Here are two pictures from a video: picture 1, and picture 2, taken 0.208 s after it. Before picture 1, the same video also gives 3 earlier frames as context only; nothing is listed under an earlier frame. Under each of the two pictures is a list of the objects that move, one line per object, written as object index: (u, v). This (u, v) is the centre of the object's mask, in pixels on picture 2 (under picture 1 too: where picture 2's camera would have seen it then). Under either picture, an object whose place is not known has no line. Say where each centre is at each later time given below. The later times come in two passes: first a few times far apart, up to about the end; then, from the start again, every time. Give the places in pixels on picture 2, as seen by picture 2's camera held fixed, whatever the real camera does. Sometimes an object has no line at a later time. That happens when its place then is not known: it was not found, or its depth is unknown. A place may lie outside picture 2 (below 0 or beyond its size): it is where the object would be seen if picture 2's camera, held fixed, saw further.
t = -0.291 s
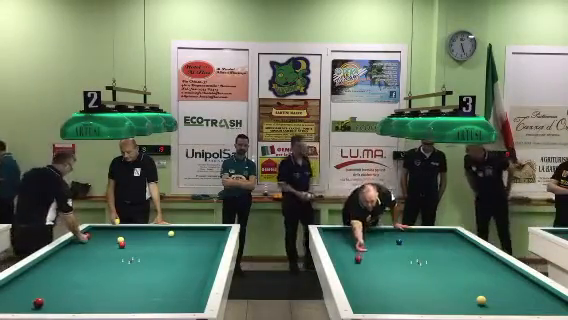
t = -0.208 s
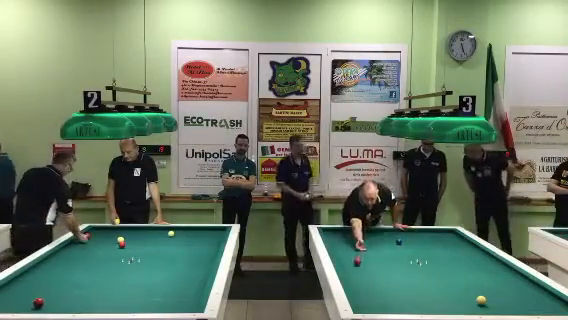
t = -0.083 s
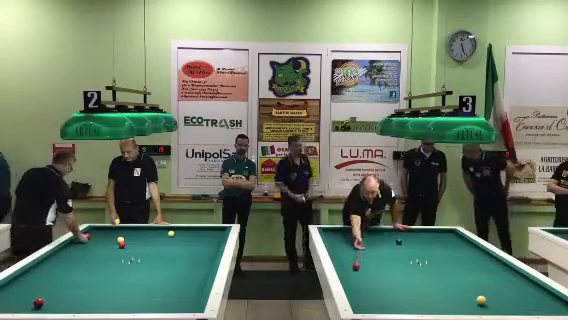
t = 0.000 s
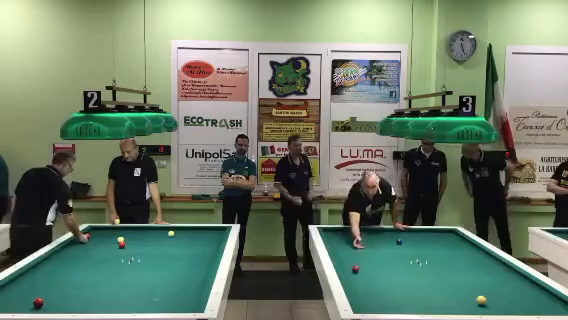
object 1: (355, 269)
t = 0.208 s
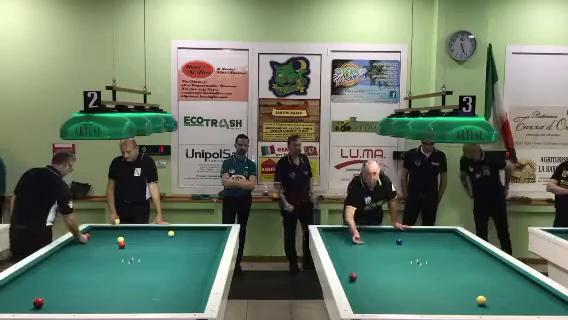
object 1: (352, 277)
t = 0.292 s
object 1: (352, 281)
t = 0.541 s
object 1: (358, 292)
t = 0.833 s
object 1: (370, 306)
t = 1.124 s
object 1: (375, 306)
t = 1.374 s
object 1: (375, 299)
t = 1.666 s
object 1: (375, 291)
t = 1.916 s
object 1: (376, 286)
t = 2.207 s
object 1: (376, 279)
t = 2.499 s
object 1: (377, 274)
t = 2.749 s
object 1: (377, 269)
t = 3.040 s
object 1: (378, 265)
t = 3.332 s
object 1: (378, 261)
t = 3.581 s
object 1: (378, 257)
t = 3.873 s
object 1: (378, 255)
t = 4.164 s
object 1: (379, 250)
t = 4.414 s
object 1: (379, 248)
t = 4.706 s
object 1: (379, 245)
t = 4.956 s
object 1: (379, 243)
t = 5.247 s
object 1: (379, 241)
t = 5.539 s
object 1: (379, 238)
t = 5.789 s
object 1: (379, 236)
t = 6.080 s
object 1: (380, 234)
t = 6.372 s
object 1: (380, 232)
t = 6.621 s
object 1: (380, 231)
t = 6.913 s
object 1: (381, 230)
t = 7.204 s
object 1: (381, 230)
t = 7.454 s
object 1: (384, 230)
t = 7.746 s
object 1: (387, 232)
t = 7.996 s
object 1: (388, 232)
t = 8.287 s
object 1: (388, 233)
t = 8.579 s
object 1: (389, 233)
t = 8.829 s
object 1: (390, 234)
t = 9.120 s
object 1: (391, 234)
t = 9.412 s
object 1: (392, 235)
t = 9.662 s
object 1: (393, 235)
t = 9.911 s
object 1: (394, 235)
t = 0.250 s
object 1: (352, 280)
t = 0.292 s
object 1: (352, 281)
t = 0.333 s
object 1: (352, 283)
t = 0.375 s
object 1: (352, 284)
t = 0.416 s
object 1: (353, 285)
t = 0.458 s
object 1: (355, 288)
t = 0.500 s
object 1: (356, 290)
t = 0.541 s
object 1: (358, 292)
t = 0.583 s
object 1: (360, 294)
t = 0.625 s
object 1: (361, 296)
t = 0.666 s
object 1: (363, 298)
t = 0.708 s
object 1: (364, 300)
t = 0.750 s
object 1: (366, 302)
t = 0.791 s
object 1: (368, 304)
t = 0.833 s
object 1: (370, 306)
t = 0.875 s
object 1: (372, 308)
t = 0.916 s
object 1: (374, 309)
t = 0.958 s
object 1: (376, 309)
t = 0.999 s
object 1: (376, 309)
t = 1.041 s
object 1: (376, 308)
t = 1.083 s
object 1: (375, 307)
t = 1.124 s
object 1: (375, 306)
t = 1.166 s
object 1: (375, 305)
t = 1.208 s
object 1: (375, 303)
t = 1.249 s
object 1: (375, 302)
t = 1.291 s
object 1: (375, 302)
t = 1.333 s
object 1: (375, 300)
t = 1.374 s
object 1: (375, 299)
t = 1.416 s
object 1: (375, 298)
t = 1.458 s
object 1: (375, 296)
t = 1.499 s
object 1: (375, 295)
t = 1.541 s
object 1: (376, 294)
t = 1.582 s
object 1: (376, 293)
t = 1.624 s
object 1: (376, 293)
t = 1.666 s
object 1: (375, 291)
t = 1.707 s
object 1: (376, 291)
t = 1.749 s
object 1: (376, 289)
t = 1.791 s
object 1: (376, 288)
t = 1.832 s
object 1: (376, 287)
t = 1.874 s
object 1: (376, 287)
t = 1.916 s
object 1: (376, 286)
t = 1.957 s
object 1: (376, 284)
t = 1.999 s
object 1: (376, 284)
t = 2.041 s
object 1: (376, 283)
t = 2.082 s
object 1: (376, 282)
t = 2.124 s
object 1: (376, 281)
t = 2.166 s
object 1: (377, 280)
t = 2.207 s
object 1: (376, 279)
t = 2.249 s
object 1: (376, 279)
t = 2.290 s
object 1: (377, 277)
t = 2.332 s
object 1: (377, 278)
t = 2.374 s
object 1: (377, 277)
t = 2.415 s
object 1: (377, 275)
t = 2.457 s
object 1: (377, 275)
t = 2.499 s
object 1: (377, 274)
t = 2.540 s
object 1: (377, 273)
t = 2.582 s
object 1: (377, 272)
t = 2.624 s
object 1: (377, 272)
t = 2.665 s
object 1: (377, 271)
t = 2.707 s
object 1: (377, 270)
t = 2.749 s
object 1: (377, 269)
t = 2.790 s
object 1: (377, 269)
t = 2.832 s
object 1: (377, 268)
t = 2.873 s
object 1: (377, 268)
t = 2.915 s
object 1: (377, 267)
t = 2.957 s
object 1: (378, 266)
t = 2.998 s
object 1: (378, 266)
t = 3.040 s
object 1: (378, 265)
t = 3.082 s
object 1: (378, 265)
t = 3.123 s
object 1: (378, 264)
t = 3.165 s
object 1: (378, 263)
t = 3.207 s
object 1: (378, 263)
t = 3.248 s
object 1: (378, 262)
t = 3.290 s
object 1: (378, 261)
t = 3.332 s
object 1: (378, 261)
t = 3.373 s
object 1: (378, 261)
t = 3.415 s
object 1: (378, 260)
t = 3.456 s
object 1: (378, 260)
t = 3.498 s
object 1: (378, 260)
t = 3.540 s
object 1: (378, 259)
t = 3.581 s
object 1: (378, 257)
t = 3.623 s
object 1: (378, 257)
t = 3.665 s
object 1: (378, 257)
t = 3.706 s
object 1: (378, 256)
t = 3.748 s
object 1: (378, 255)
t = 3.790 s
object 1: (378, 255)
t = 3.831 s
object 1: (378, 255)
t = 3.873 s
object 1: (378, 255)
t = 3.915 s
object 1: (378, 254)
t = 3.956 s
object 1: (379, 253)
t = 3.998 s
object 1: (379, 253)
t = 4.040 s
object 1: (379, 252)
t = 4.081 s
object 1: (379, 252)
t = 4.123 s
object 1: (379, 251)
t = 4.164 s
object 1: (379, 250)
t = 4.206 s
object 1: (379, 250)
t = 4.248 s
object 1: (379, 250)
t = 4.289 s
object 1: (379, 249)
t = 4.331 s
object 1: (379, 249)
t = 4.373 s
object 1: (379, 248)
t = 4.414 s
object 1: (379, 248)
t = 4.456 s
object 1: (379, 247)
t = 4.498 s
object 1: (379, 247)
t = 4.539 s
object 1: (379, 246)
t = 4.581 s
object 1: (379, 246)
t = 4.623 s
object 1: (379, 246)
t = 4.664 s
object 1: (379, 245)
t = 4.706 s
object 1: (379, 245)
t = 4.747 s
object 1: (379, 245)
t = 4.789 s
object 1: (379, 244)
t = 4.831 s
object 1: (379, 244)
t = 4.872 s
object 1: (379, 244)
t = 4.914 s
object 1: (379, 244)
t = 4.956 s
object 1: (379, 243)
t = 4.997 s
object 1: (379, 243)
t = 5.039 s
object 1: (379, 243)
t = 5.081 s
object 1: (379, 243)
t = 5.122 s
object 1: (379, 242)
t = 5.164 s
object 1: (379, 242)
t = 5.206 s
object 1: (379, 242)
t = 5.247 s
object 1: (379, 241)
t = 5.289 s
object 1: (379, 240)
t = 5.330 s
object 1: (379, 240)
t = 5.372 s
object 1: (379, 239)
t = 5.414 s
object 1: (379, 239)
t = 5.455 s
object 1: (379, 239)
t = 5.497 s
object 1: (379, 239)
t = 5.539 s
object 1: (379, 238)
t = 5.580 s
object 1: (379, 238)
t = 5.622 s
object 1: (379, 237)
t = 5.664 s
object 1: (379, 237)
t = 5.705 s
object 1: (379, 237)
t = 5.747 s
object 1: (379, 236)
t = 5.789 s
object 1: (379, 236)
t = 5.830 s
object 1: (379, 236)
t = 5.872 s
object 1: (380, 235)
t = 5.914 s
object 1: (380, 235)
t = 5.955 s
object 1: (380, 235)
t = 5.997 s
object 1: (380, 235)
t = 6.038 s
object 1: (380, 235)
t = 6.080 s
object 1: (380, 234)
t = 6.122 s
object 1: (380, 234)
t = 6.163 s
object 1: (380, 234)
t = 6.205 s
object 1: (380, 233)
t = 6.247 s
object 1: (380, 233)
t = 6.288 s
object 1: (380, 232)
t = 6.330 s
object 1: (380, 232)
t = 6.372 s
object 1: (380, 232)
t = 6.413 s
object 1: (380, 232)
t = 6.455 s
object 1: (380, 231)
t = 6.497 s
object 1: (380, 231)
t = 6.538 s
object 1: (380, 231)
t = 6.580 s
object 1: (380, 231)
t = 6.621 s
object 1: (380, 231)
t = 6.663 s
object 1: (380, 231)
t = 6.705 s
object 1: (380, 231)
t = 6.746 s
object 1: (380, 231)
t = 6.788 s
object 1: (380, 231)
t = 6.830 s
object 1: (380, 230)
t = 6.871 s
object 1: (381, 230)
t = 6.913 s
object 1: (381, 230)
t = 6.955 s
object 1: (381, 230)
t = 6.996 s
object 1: (381, 230)
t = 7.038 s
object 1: (381, 230)
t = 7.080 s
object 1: (381, 230)
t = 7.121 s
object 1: (381, 230)
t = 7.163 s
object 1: (381, 230)
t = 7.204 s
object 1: (381, 230)
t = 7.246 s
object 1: (382, 230)
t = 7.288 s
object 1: (382, 230)
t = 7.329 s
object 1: (383, 230)
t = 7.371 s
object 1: (383, 230)
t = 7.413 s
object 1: (384, 230)
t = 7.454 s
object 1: (384, 230)
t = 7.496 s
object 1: (384, 230)
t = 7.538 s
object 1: (384, 230)
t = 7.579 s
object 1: (385, 230)
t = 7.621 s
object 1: (385, 230)
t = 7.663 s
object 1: (385, 230)
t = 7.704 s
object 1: (385, 231)
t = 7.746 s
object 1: (387, 232)
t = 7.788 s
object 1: (387, 232)
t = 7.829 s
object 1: (387, 232)
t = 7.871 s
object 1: (387, 232)
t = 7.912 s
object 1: (387, 232)
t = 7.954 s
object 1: (388, 232)
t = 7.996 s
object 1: (388, 232)
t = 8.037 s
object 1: (388, 232)
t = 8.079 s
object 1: (388, 232)
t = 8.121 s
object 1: (388, 233)
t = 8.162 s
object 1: (388, 233)
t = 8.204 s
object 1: (388, 233)
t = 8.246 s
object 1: (388, 233)
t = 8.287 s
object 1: (388, 233)
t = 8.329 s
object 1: (389, 233)
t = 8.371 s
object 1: (389, 233)
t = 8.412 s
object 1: (389, 233)
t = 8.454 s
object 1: (389, 233)
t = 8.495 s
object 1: (389, 233)
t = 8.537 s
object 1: (389, 233)
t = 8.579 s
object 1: (389, 233)
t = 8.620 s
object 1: (390, 233)
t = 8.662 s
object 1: (390, 233)
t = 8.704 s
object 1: (390, 233)
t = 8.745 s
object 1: (390, 233)
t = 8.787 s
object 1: (390, 233)
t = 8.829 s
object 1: (390, 234)
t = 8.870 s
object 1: (391, 234)
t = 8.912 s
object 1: (391, 234)
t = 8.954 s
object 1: (391, 234)
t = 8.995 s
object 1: (391, 234)
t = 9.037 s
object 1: (391, 234)
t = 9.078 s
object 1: (391, 234)
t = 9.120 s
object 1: (391, 234)
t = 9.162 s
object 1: (391, 234)
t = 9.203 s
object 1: (392, 235)
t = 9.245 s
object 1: (392, 234)
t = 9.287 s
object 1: (392, 234)
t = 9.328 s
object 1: (392, 235)
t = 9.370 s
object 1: (392, 235)
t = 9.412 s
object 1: (392, 235)
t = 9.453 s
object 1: (392, 235)
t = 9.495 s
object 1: (392, 234)
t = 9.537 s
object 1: (392, 235)
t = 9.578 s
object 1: (392, 235)
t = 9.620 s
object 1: (392, 235)
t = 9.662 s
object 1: (393, 235)
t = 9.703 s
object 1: (393, 235)
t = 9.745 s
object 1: (393, 235)
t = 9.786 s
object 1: (393, 235)
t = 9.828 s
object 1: (394, 235)
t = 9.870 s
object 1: (394, 235)
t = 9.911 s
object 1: (394, 235)
